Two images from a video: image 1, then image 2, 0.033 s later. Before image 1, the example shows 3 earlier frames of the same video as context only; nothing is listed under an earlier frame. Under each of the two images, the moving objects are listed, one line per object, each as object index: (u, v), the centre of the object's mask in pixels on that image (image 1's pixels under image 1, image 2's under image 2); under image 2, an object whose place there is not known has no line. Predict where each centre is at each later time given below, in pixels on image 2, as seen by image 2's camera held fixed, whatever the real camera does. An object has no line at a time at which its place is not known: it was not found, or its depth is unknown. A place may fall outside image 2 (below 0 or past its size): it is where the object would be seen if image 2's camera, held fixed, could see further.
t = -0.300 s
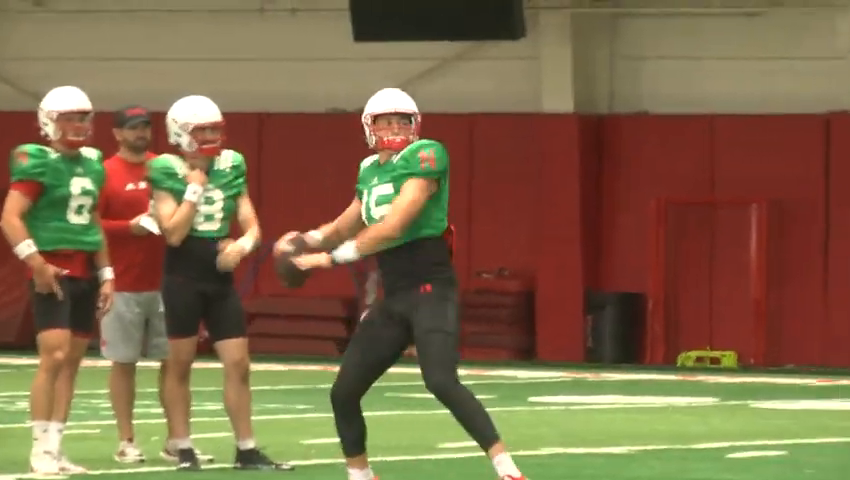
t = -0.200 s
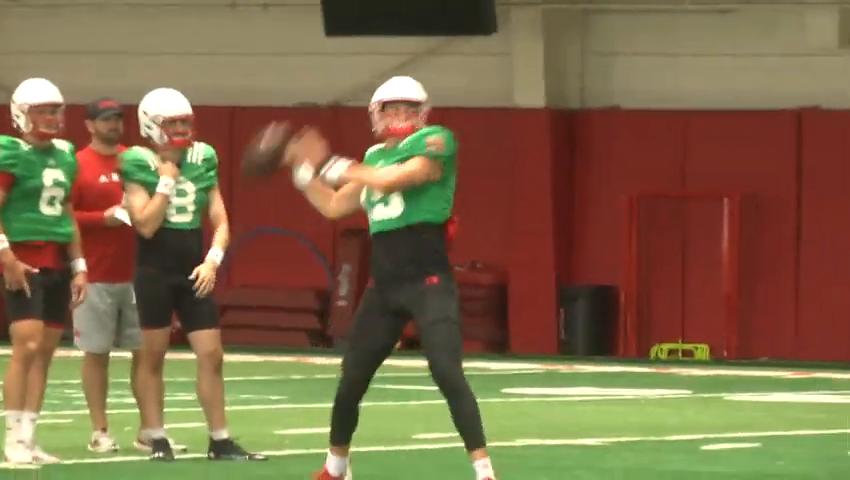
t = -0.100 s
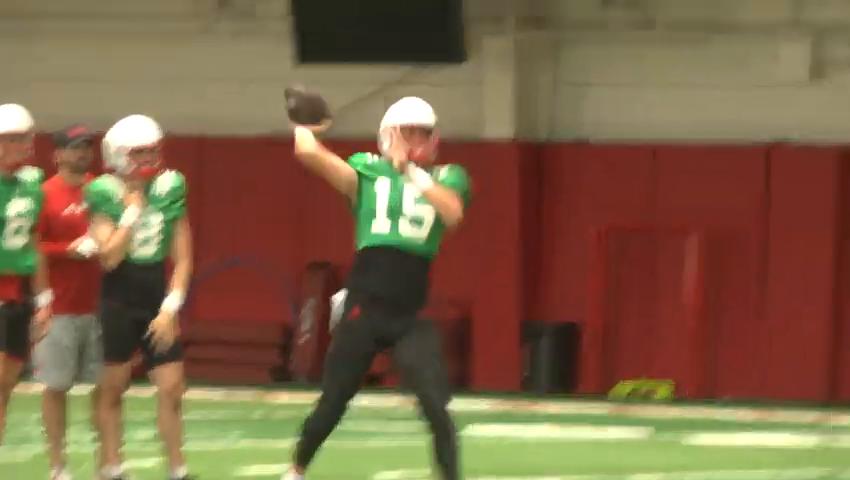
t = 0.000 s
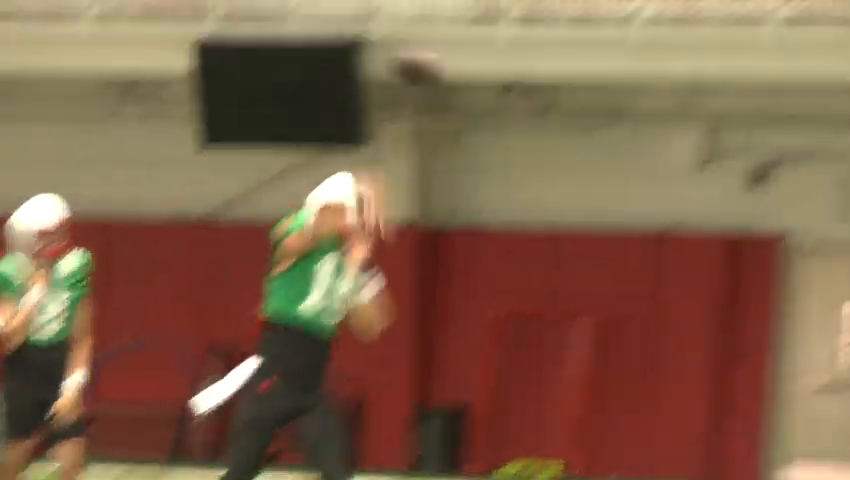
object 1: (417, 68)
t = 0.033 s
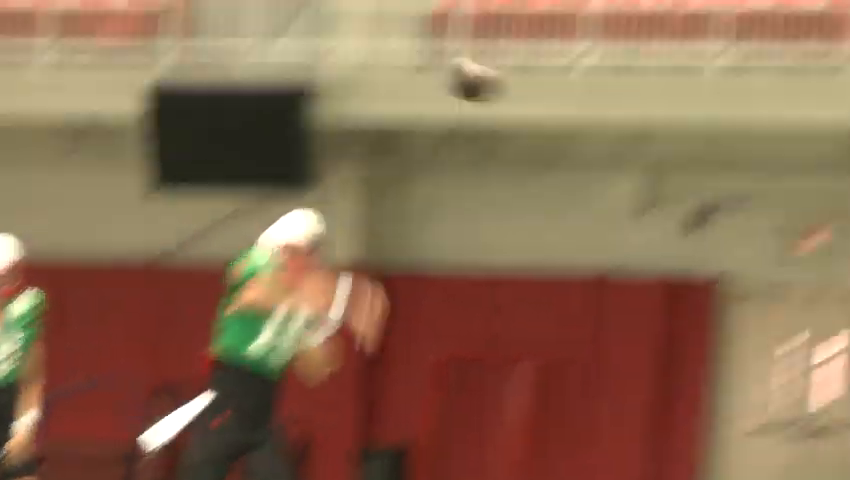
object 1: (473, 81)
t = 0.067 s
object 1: (591, 54)
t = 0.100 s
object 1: (709, 28)
